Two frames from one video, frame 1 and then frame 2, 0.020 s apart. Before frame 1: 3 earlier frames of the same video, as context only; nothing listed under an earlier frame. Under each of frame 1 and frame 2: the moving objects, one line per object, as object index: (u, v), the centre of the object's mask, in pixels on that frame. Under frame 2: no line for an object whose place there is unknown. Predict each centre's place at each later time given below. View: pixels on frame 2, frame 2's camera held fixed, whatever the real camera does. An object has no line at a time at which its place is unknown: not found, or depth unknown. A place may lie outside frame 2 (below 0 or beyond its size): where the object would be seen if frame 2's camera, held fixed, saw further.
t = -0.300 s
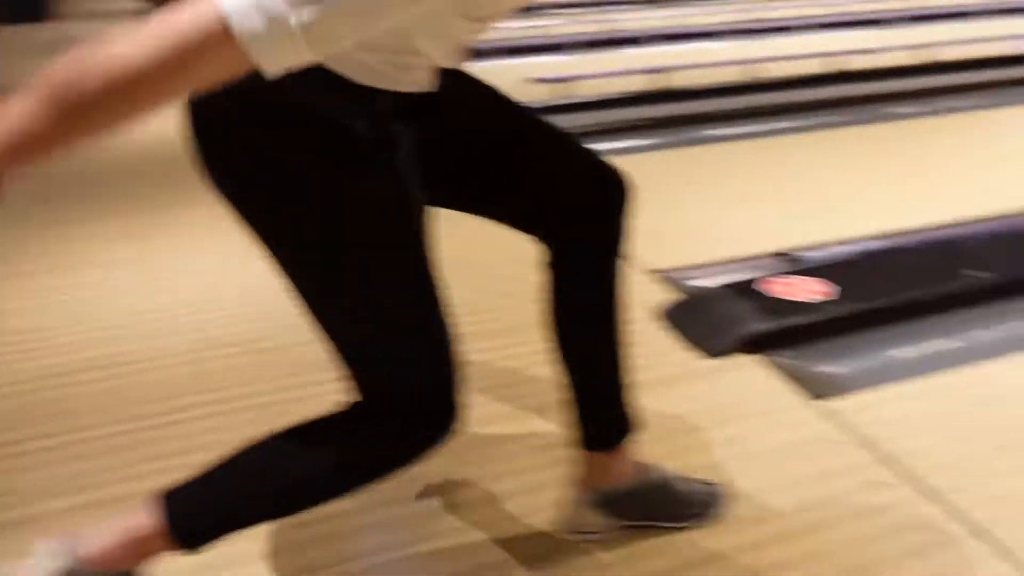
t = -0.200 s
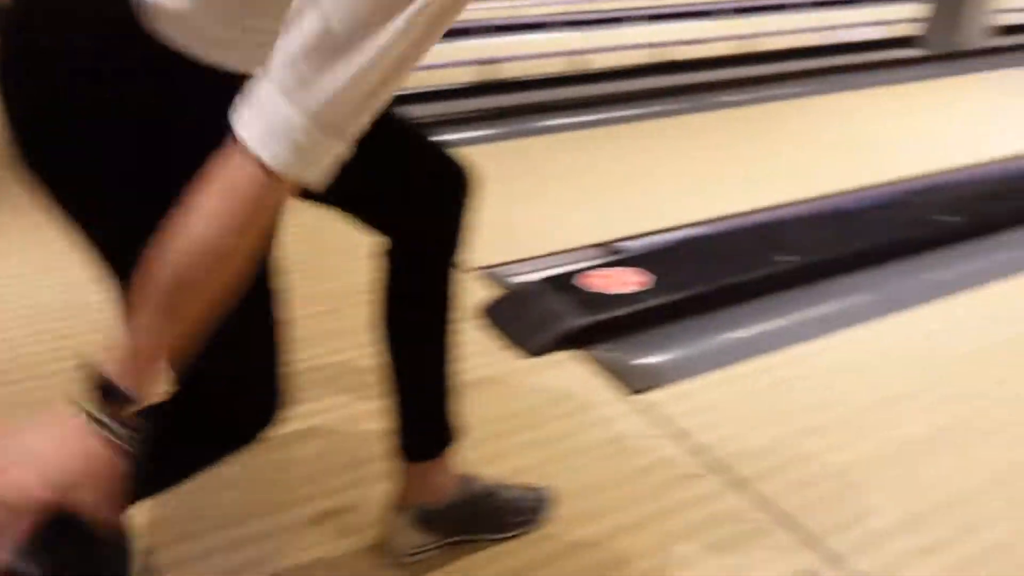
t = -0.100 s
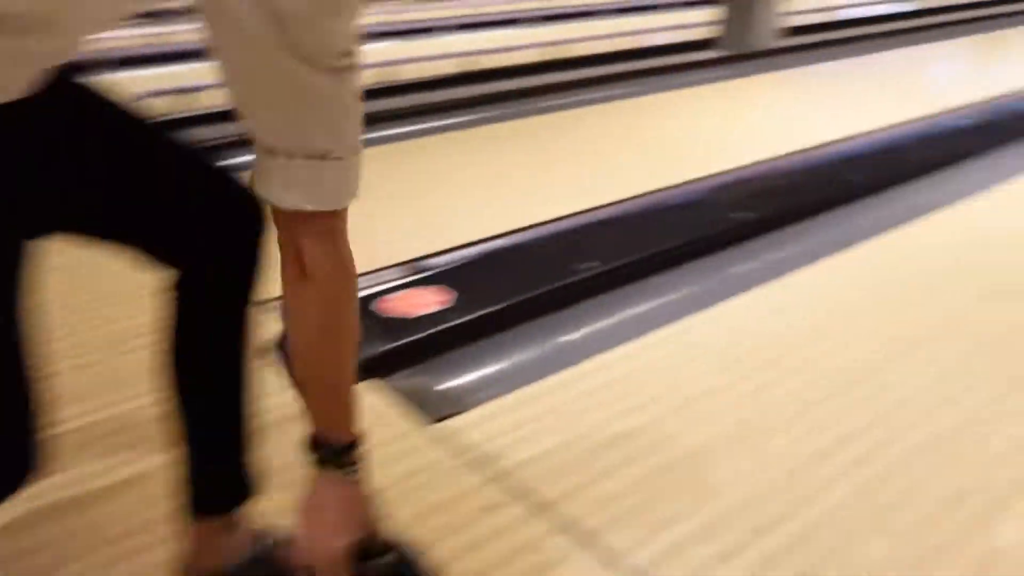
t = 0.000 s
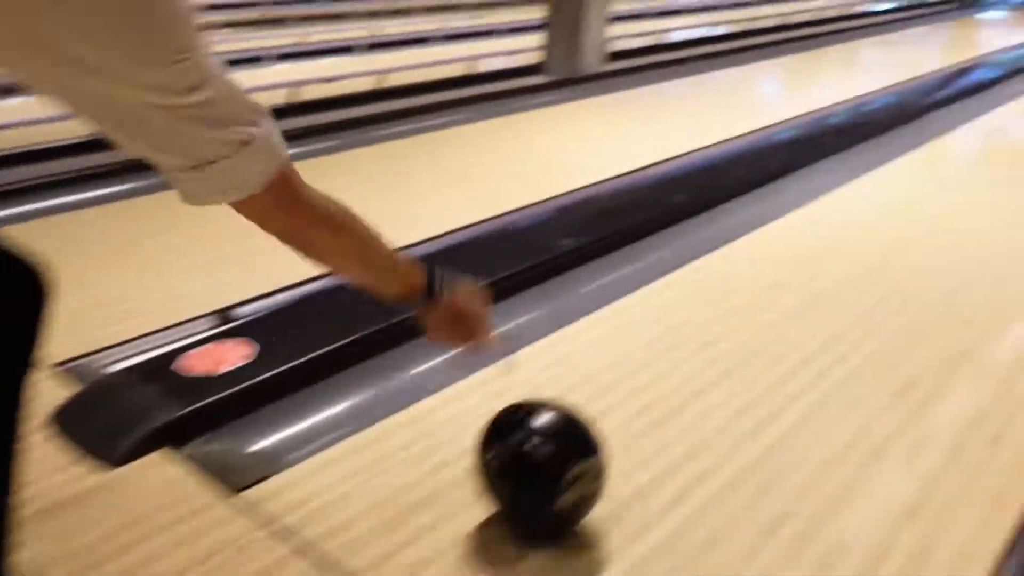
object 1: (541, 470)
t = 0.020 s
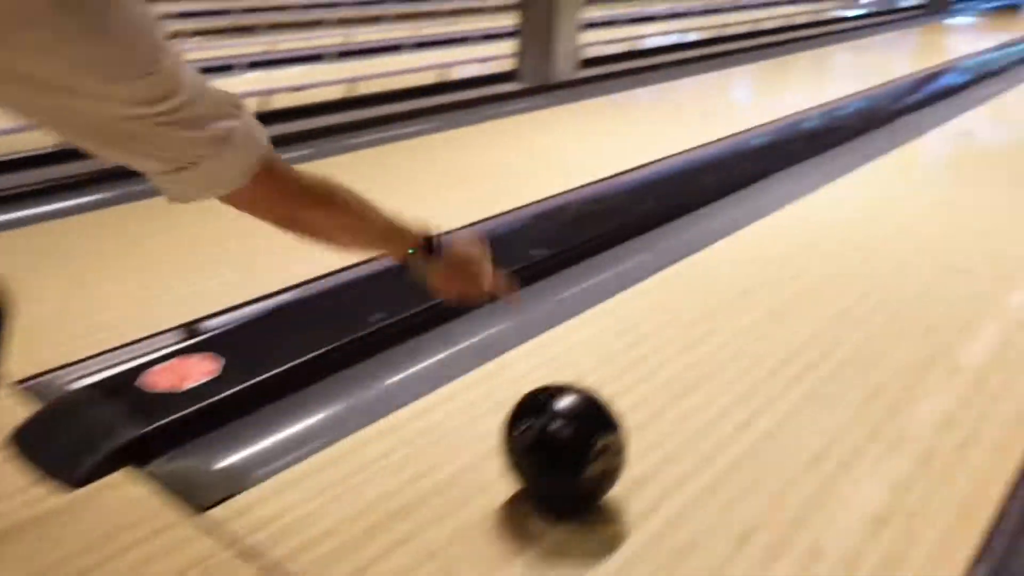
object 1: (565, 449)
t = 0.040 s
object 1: (610, 421)
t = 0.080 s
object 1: (687, 370)
